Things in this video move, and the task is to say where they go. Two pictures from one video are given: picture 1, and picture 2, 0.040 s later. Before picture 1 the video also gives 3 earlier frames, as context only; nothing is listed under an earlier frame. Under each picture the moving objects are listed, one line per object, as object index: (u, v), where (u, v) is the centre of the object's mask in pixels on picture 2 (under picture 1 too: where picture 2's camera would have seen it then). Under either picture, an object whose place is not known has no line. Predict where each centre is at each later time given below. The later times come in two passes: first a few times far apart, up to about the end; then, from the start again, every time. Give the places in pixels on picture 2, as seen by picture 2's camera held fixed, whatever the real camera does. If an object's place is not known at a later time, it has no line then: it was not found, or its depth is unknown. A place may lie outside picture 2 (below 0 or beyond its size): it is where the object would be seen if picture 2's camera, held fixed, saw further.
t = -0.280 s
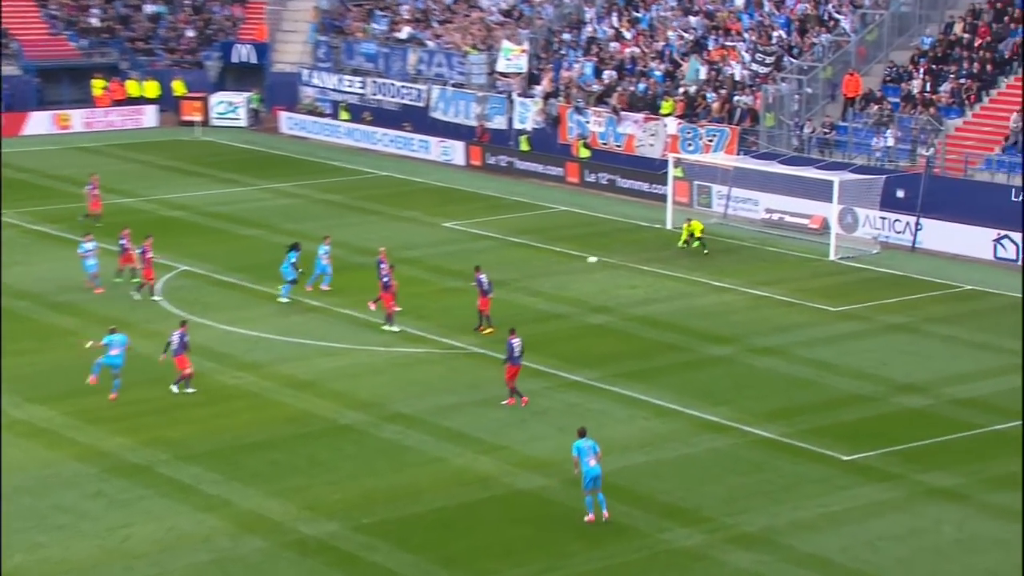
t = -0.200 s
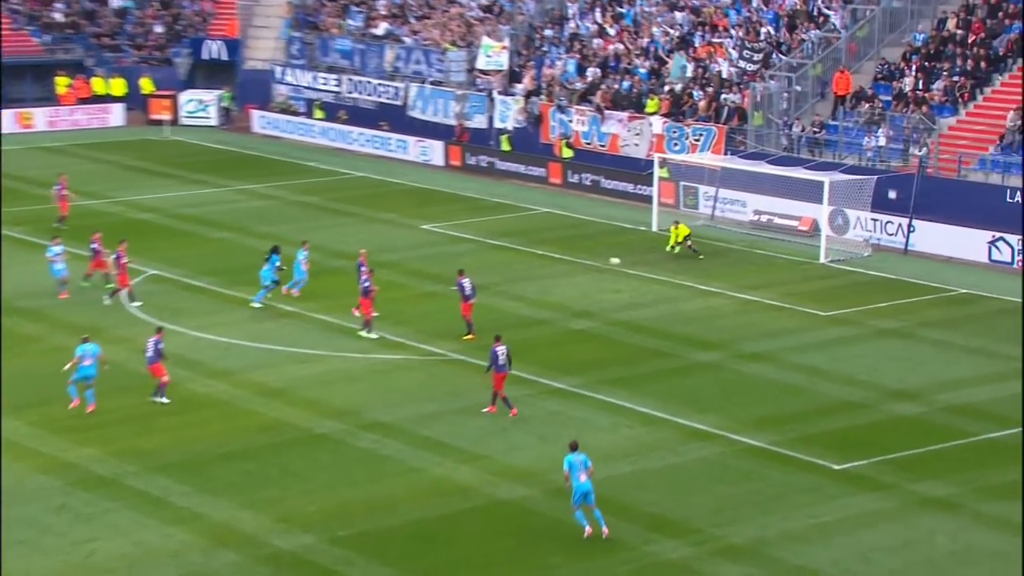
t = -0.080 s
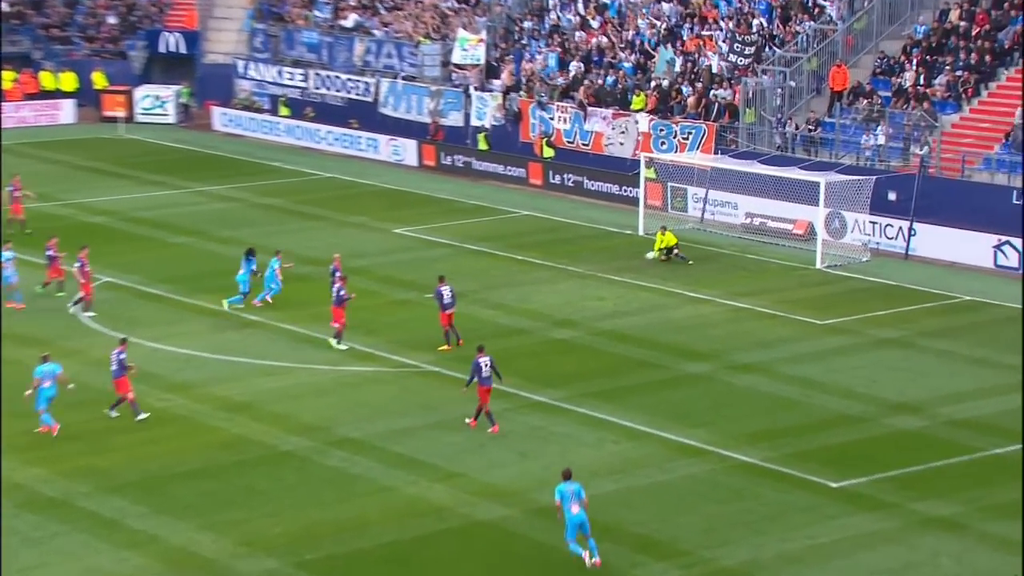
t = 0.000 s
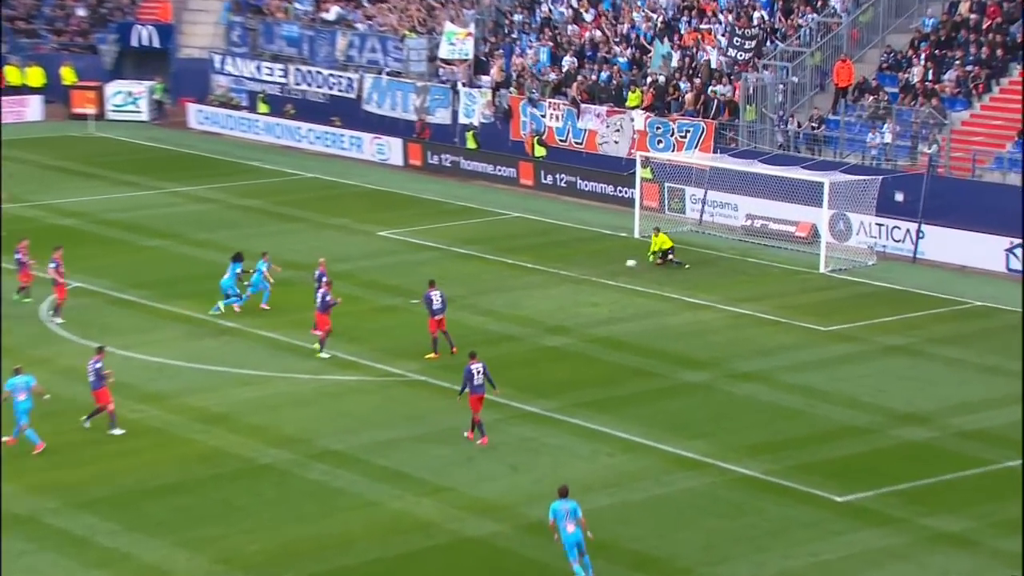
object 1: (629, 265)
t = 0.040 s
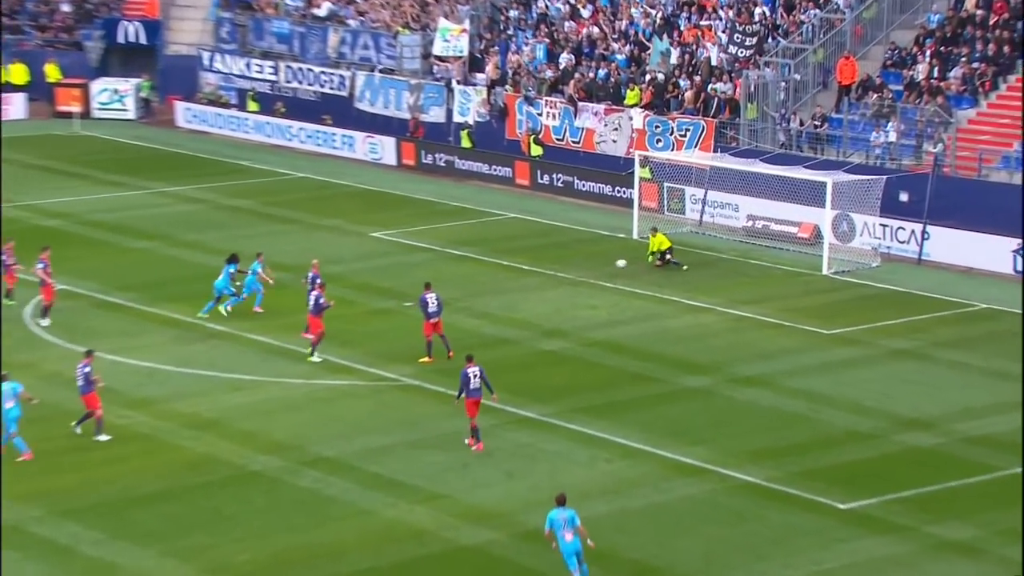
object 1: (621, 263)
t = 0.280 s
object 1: (572, 264)
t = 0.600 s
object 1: (516, 276)
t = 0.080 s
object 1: (613, 262)
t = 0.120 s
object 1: (604, 261)
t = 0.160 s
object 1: (596, 261)
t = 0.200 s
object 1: (588, 262)
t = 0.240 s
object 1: (580, 263)
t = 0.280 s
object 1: (572, 264)
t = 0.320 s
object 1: (563, 267)
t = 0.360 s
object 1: (555, 270)
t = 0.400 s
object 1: (547, 273)
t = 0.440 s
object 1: (540, 273)
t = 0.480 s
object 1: (535, 272)
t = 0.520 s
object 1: (528, 273)
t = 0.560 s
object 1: (522, 274)
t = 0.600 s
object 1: (516, 276)
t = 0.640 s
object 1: (510, 277)
